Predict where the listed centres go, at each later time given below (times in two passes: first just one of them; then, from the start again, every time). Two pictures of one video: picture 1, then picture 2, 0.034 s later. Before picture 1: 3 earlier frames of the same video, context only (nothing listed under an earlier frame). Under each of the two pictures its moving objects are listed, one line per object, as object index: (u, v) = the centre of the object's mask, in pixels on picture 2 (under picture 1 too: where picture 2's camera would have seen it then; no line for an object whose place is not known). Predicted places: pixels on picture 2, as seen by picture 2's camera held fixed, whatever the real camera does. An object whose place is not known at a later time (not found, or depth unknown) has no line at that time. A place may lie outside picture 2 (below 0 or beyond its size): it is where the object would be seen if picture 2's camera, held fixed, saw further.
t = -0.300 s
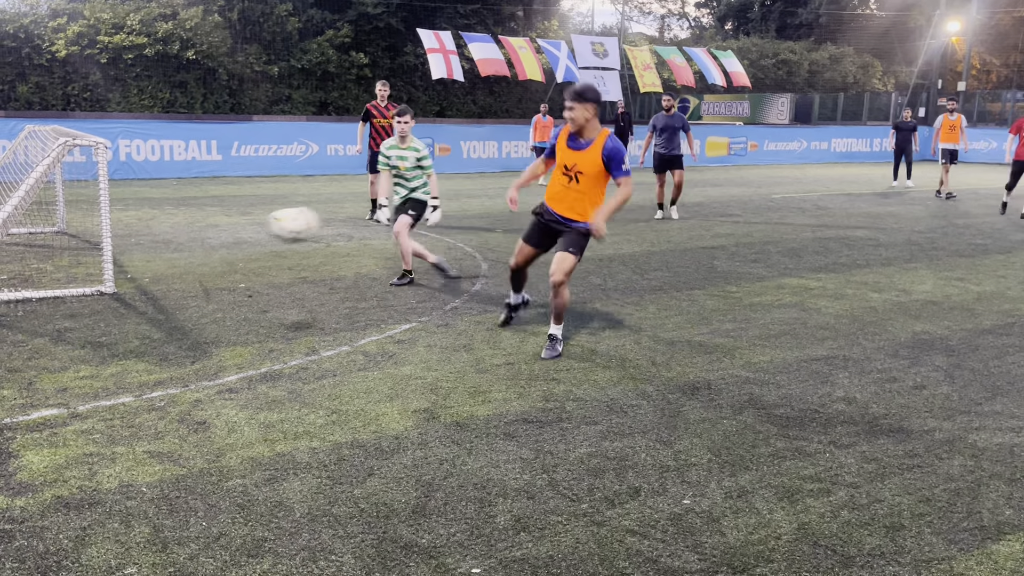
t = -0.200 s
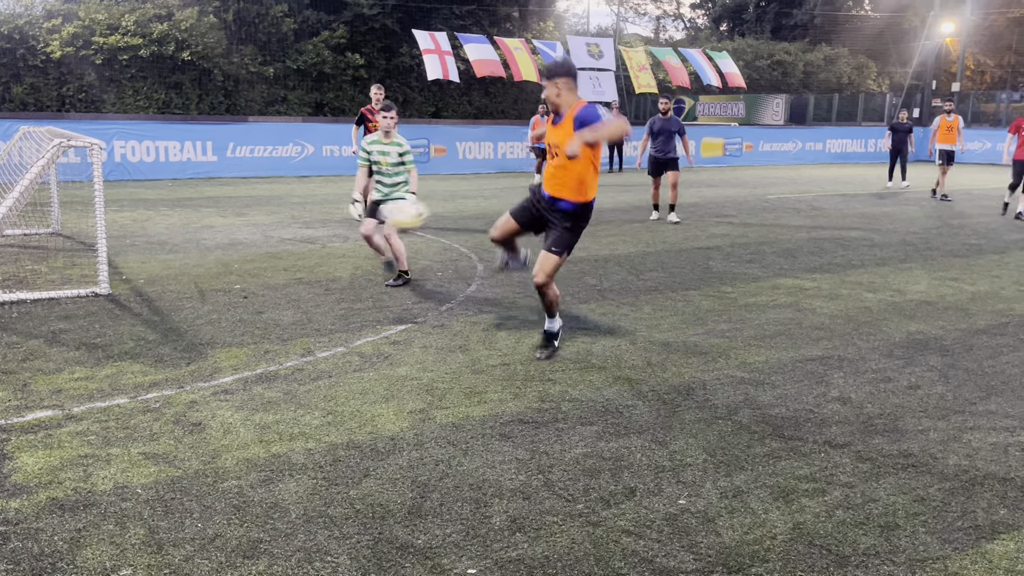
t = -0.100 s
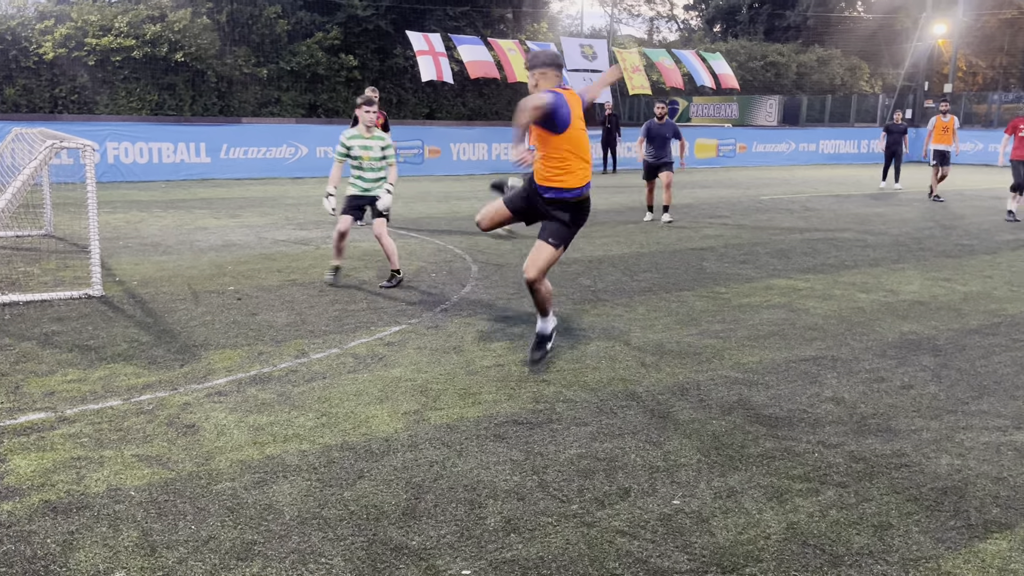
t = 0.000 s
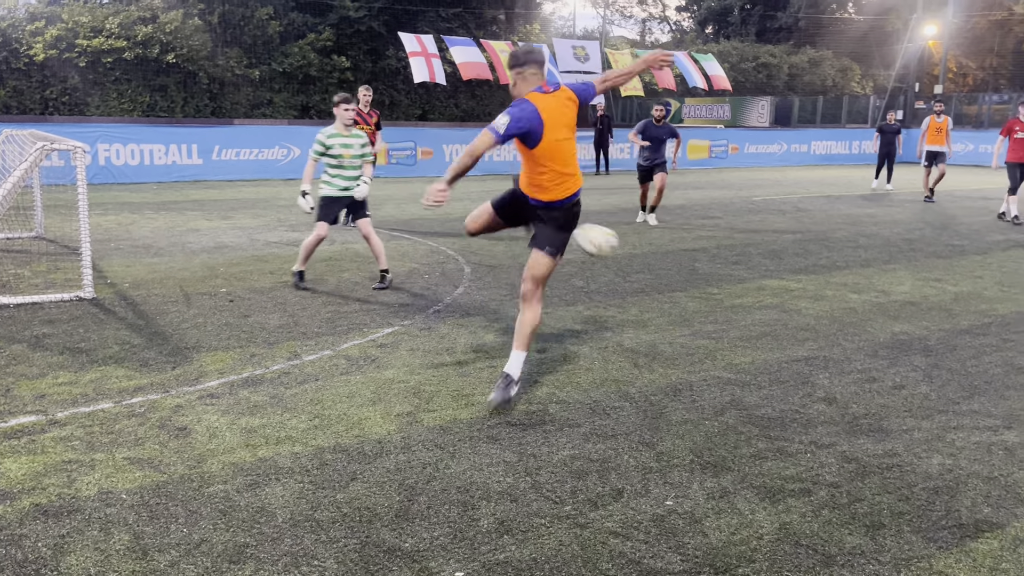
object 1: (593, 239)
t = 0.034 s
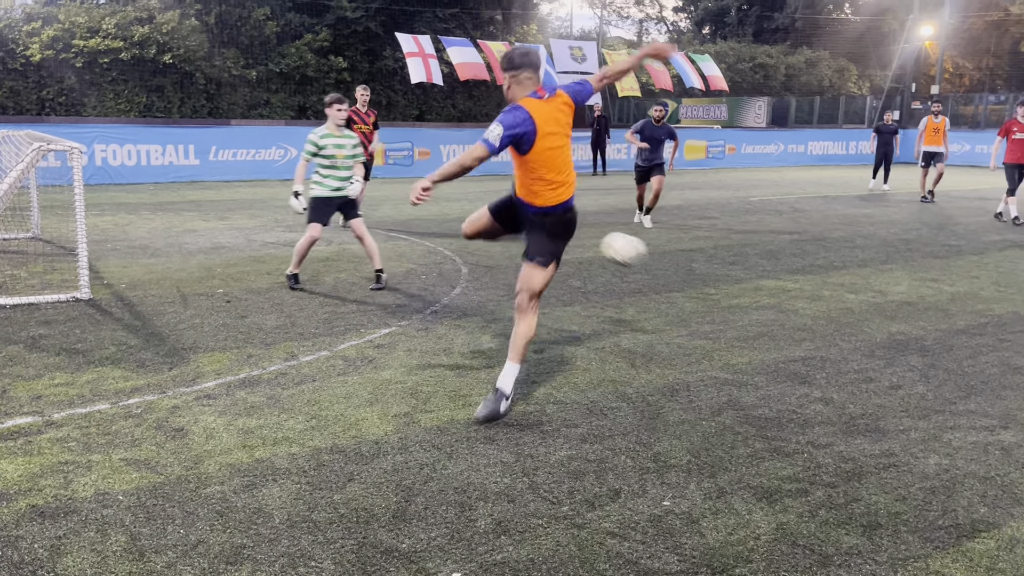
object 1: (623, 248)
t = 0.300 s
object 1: (821, 292)
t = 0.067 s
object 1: (655, 258)
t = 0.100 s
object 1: (686, 268)
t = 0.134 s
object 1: (715, 281)
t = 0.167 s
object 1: (744, 294)
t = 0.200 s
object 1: (772, 310)
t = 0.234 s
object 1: (794, 315)
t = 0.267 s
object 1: (808, 303)
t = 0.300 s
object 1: (821, 292)
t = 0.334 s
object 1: (834, 285)
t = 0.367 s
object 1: (846, 278)
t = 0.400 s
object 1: (859, 274)
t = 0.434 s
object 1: (870, 270)
